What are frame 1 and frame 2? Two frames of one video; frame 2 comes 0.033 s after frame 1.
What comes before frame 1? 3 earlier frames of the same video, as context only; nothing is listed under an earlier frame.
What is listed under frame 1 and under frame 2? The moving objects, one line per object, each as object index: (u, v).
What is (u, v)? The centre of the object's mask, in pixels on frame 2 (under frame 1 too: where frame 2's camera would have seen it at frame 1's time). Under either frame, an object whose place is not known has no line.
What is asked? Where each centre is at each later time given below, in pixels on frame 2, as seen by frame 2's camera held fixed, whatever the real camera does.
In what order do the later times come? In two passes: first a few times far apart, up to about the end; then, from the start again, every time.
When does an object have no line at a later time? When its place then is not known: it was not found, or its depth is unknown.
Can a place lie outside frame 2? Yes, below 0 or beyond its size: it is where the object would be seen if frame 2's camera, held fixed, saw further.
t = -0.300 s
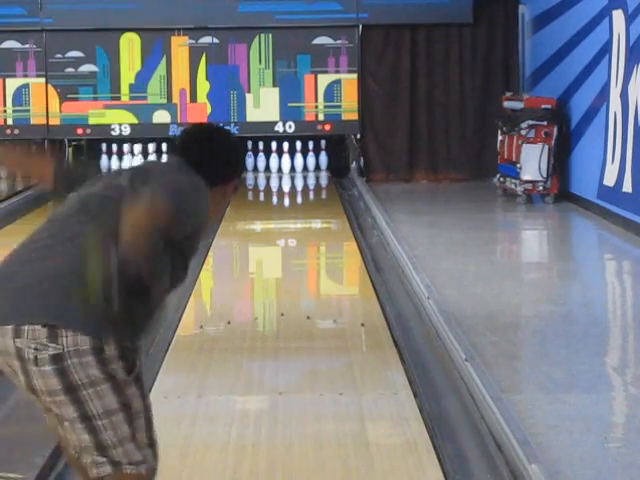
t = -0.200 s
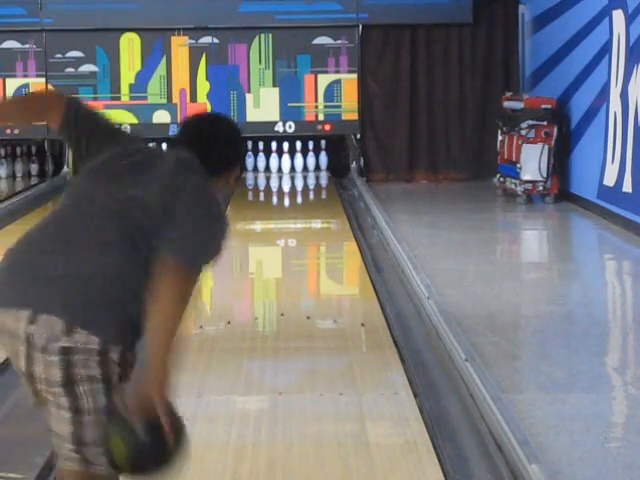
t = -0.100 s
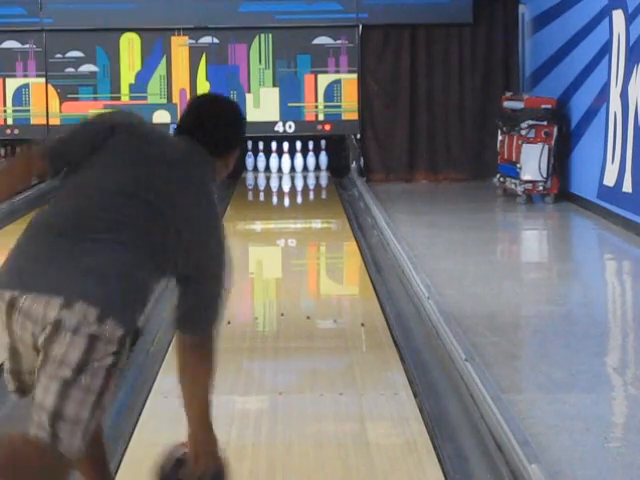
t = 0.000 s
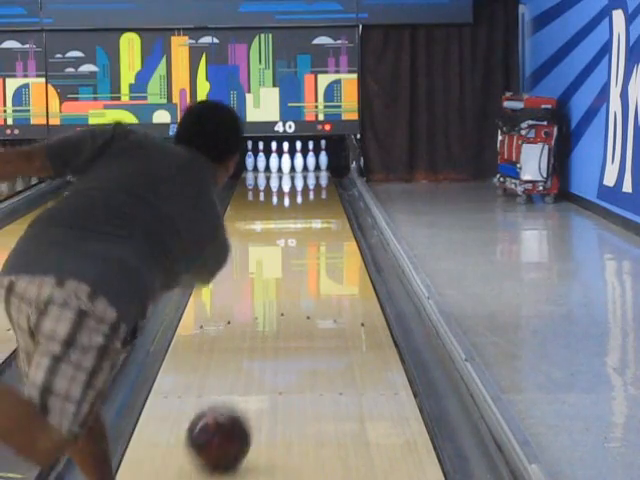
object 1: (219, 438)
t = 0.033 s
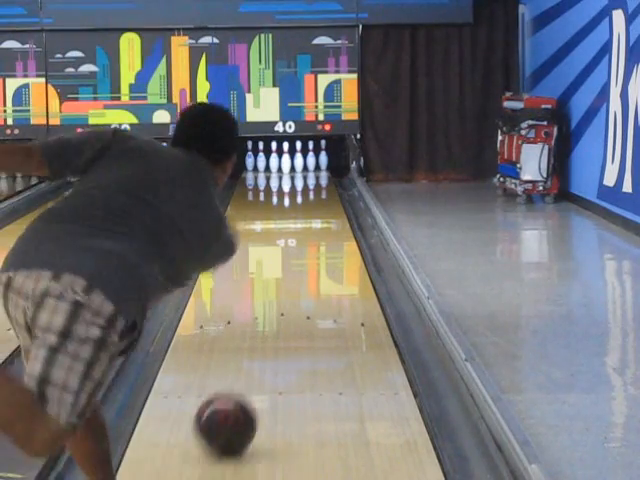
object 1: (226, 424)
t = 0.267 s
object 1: (262, 348)
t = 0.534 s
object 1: (288, 294)
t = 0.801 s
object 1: (305, 257)
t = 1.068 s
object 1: (316, 230)
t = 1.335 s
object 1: (324, 210)
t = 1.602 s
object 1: (327, 195)
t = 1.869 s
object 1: (323, 182)
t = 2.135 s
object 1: (310, 172)
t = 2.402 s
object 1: (296, 165)
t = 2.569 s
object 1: (296, 163)
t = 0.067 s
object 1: (232, 410)
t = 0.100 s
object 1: (238, 398)
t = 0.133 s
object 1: (244, 387)
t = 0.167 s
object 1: (249, 376)
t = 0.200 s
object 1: (253, 366)
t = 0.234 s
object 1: (258, 356)
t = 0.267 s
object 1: (262, 348)
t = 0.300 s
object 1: (266, 340)
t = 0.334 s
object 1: (270, 332)
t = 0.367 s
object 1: (274, 325)
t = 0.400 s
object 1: (277, 318)
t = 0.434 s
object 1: (280, 312)
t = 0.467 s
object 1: (284, 305)
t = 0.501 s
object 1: (286, 300)
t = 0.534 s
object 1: (288, 294)
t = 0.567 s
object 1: (291, 289)
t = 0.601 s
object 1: (293, 283)
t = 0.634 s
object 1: (295, 278)
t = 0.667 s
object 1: (297, 274)
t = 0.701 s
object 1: (299, 269)
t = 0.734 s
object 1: (301, 265)
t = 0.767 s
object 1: (303, 260)
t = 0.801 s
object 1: (305, 257)
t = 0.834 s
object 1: (306, 253)
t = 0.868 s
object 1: (308, 249)
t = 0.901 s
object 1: (309, 246)
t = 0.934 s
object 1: (311, 242)
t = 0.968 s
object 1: (312, 238)
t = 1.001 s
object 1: (313, 236)
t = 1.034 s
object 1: (315, 232)
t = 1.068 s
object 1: (316, 230)
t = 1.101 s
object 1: (317, 226)
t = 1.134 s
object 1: (318, 224)
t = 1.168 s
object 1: (319, 222)
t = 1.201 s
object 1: (320, 220)
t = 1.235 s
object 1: (321, 217)
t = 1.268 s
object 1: (322, 215)
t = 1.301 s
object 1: (323, 213)
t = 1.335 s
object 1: (324, 210)
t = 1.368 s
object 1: (324, 207)
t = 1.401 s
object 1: (325, 204)
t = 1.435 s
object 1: (326, 203)
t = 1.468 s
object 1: (326, 202)
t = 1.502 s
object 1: (326, 200)
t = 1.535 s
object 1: (327, 198)
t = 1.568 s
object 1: (327, 196)
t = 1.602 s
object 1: (327, 195)
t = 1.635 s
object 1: (326, 193)
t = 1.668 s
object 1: (327, 191)
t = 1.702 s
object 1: (327, 189)
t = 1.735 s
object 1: (326, 188)
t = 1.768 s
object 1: (326, 186)
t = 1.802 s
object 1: (324, 184)
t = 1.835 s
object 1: (324, 183)
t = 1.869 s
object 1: (323, 182)
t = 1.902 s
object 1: (322, 181)
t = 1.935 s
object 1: (321, 180)
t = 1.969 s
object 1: (319, 178)
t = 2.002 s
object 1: (317, 177)
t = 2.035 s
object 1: (315, 176)
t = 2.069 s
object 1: (314, 175)
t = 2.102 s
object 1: (312, 173)
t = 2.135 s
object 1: (310, 172)
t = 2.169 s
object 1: (308, 171)
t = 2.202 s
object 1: (306, 171)
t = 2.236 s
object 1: (304, 170)
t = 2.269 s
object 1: (302, 169)
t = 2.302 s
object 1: (299, 168)
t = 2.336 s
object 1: (298, 167)
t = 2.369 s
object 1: (297, 165)
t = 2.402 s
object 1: (296, 165)
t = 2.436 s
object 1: (296, 165)
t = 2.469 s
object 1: (296, 164)
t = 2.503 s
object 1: (296, 164)
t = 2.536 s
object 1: (295, 164)
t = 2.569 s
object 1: (296, 163)
